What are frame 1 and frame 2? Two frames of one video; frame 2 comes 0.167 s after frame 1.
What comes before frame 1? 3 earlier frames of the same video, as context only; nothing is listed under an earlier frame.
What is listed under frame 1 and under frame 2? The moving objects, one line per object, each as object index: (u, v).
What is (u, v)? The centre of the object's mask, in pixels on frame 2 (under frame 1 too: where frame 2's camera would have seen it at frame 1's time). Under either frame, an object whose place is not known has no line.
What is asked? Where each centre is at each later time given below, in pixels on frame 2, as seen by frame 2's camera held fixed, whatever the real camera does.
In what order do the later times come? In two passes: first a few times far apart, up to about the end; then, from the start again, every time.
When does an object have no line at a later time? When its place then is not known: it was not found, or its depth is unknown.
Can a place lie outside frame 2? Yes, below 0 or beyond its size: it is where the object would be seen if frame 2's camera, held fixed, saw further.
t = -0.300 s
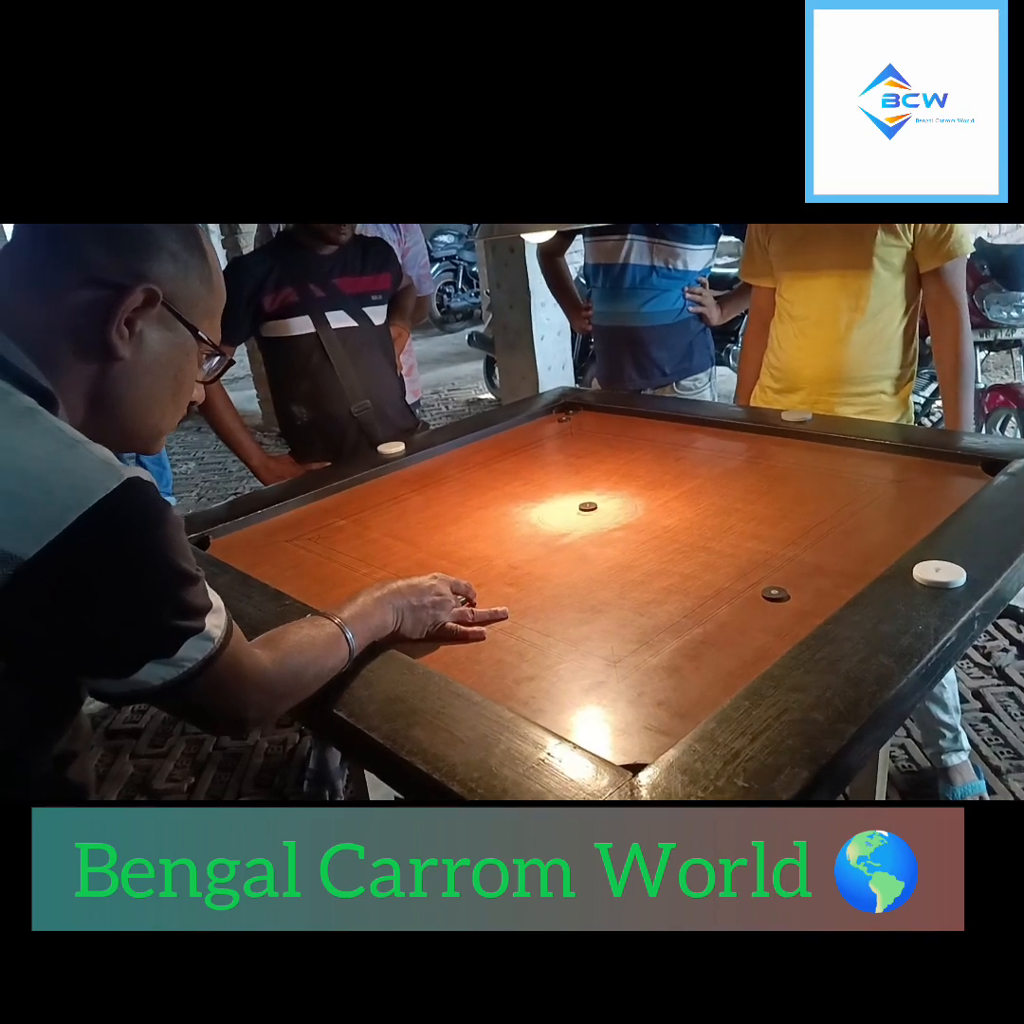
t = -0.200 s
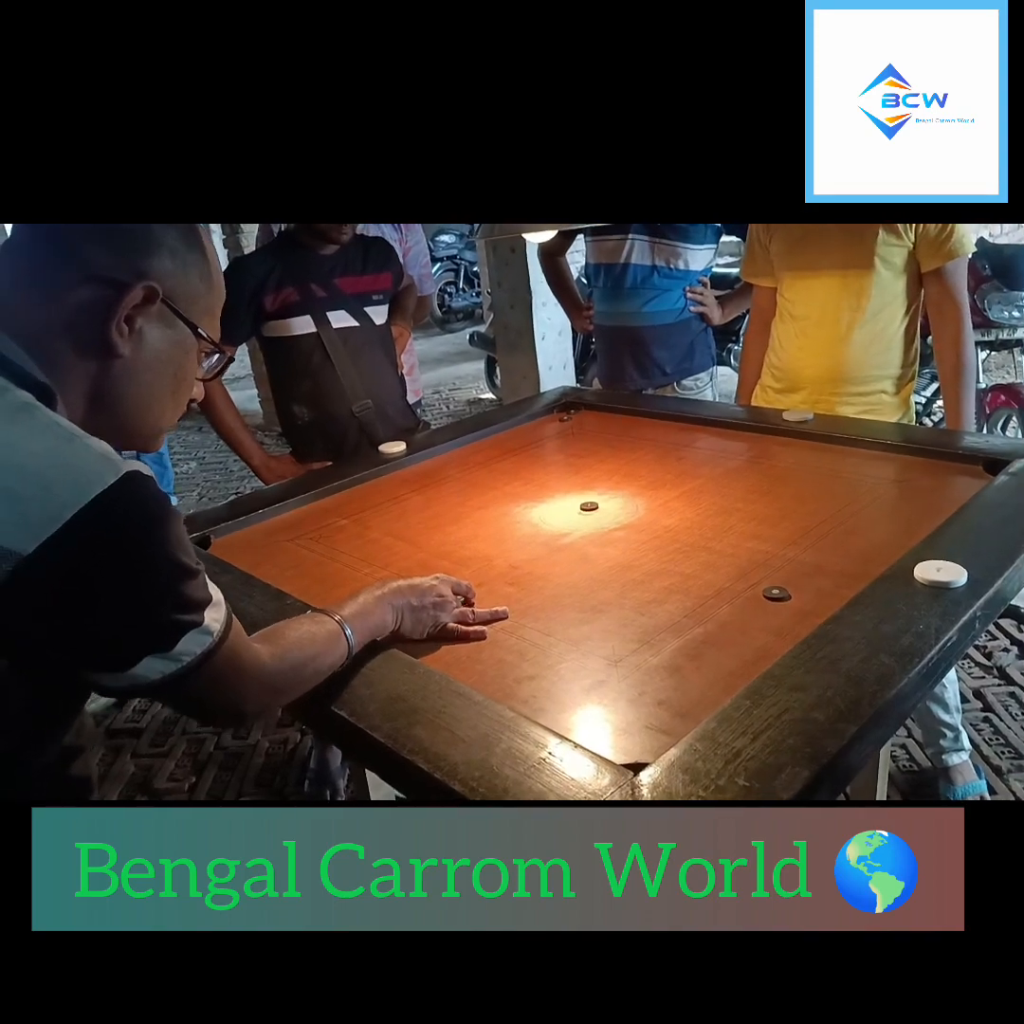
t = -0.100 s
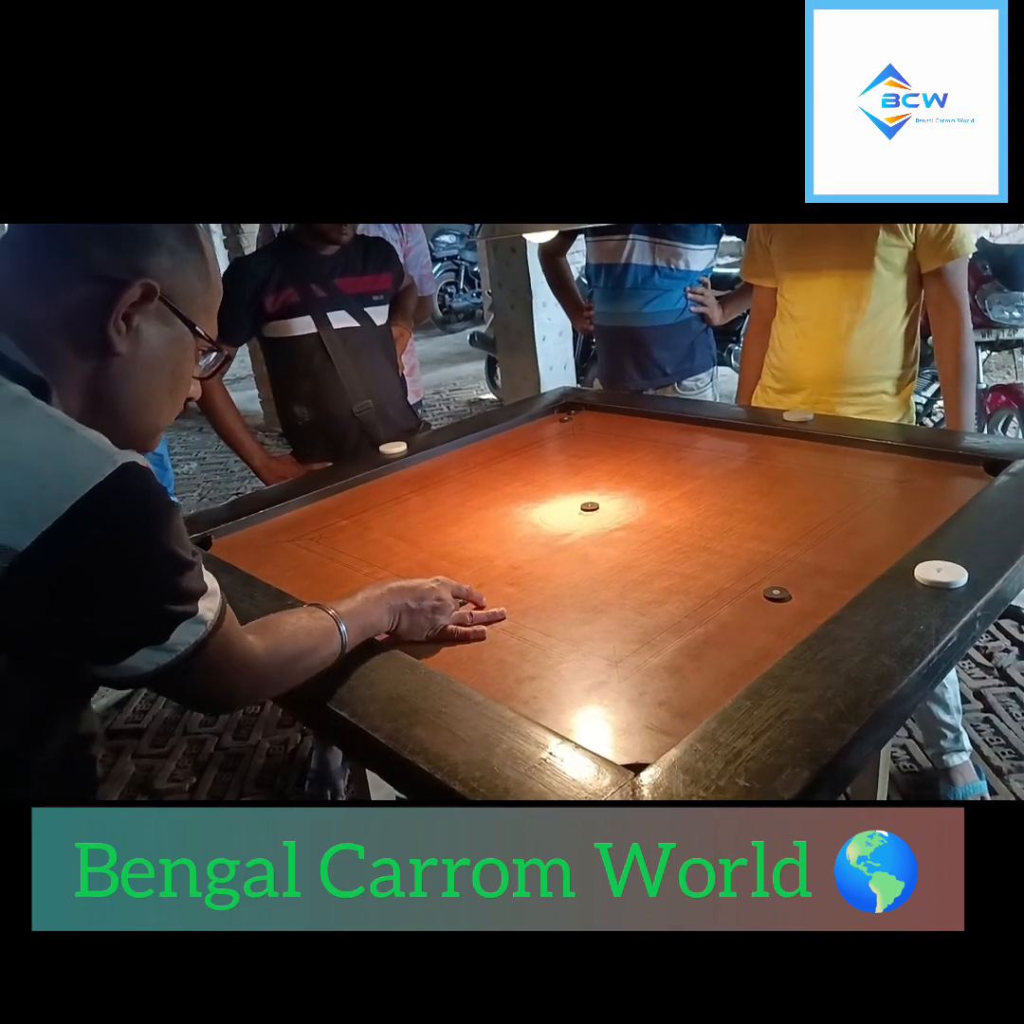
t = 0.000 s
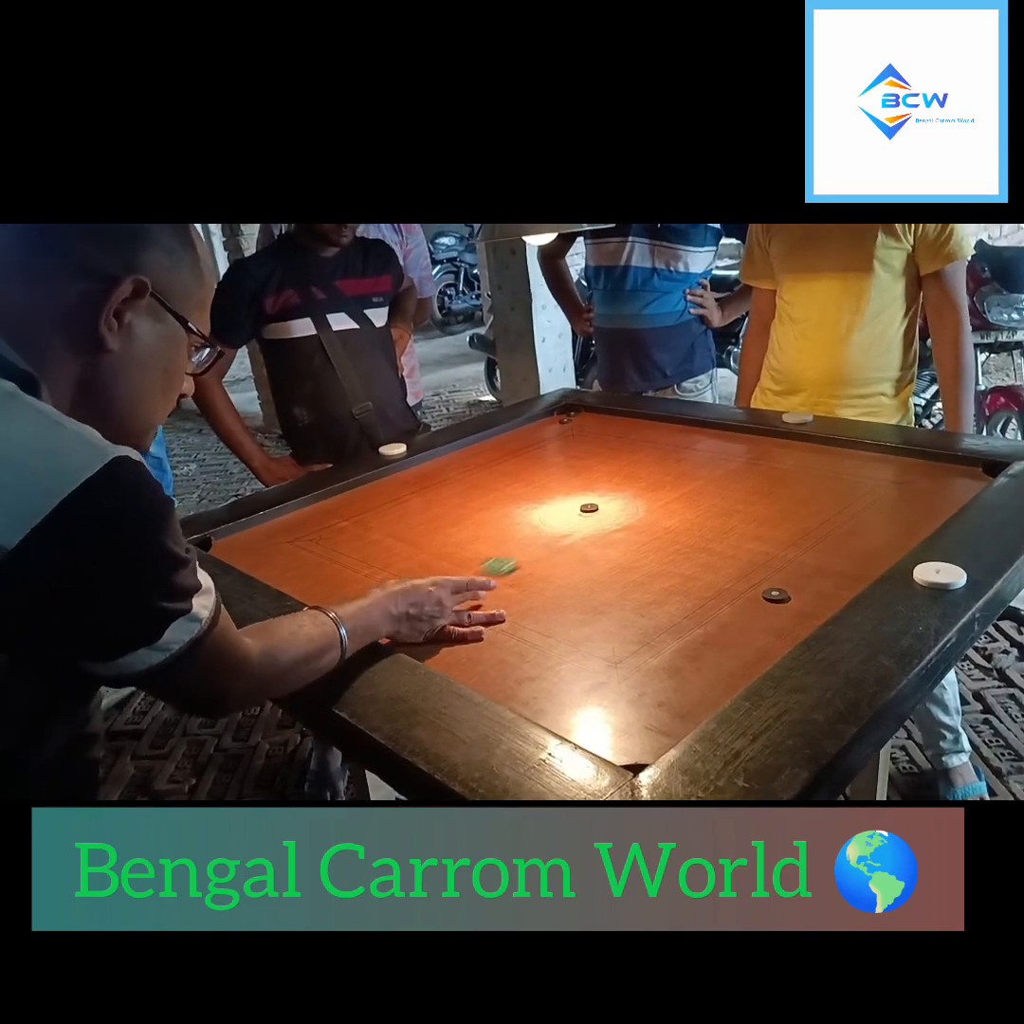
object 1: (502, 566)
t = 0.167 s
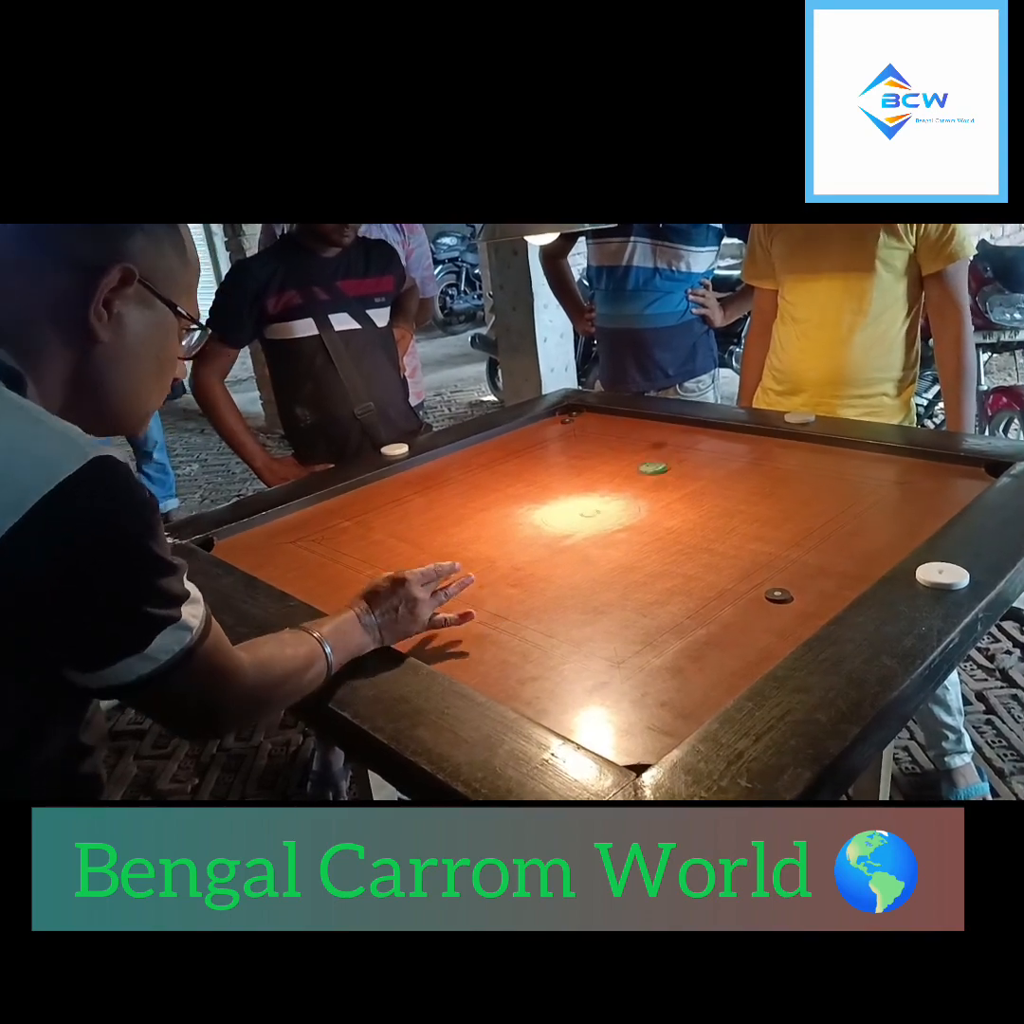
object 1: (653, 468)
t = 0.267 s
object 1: (707, 434)
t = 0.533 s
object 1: (542, 507)
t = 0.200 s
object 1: (672, 456)
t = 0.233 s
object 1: (690, 445)
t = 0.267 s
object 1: (707, 434)
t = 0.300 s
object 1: (696, 438)
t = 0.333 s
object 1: (677, 447)
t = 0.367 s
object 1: (657, 456)
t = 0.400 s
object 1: (635, 465)
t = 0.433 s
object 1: (614, 475)
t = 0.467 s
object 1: (591, 485)
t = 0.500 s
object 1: (567, 496)
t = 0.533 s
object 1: (542, 507)
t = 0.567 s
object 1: (518, 518)
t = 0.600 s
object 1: (493, 530)
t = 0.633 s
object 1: (467, 541)
